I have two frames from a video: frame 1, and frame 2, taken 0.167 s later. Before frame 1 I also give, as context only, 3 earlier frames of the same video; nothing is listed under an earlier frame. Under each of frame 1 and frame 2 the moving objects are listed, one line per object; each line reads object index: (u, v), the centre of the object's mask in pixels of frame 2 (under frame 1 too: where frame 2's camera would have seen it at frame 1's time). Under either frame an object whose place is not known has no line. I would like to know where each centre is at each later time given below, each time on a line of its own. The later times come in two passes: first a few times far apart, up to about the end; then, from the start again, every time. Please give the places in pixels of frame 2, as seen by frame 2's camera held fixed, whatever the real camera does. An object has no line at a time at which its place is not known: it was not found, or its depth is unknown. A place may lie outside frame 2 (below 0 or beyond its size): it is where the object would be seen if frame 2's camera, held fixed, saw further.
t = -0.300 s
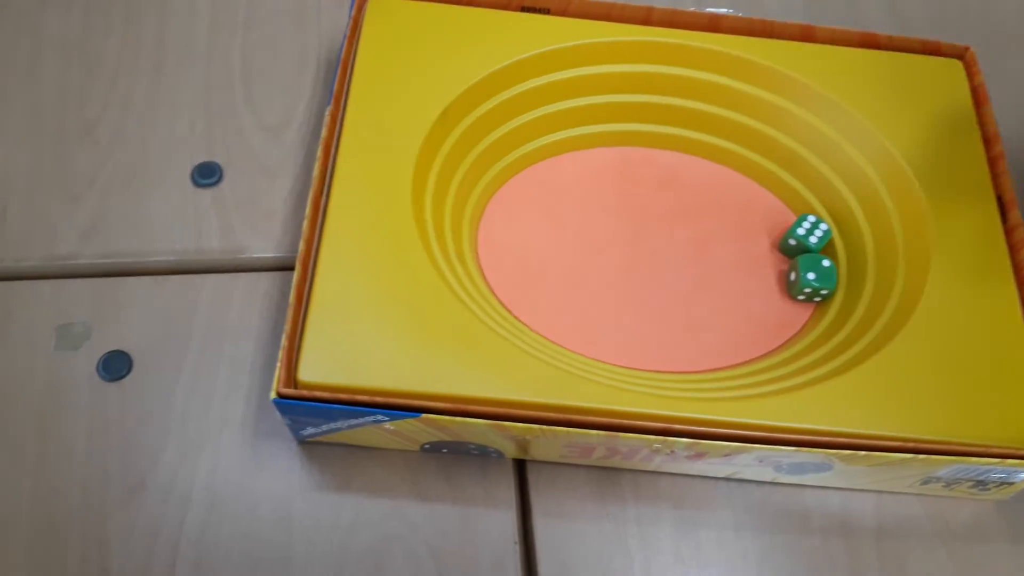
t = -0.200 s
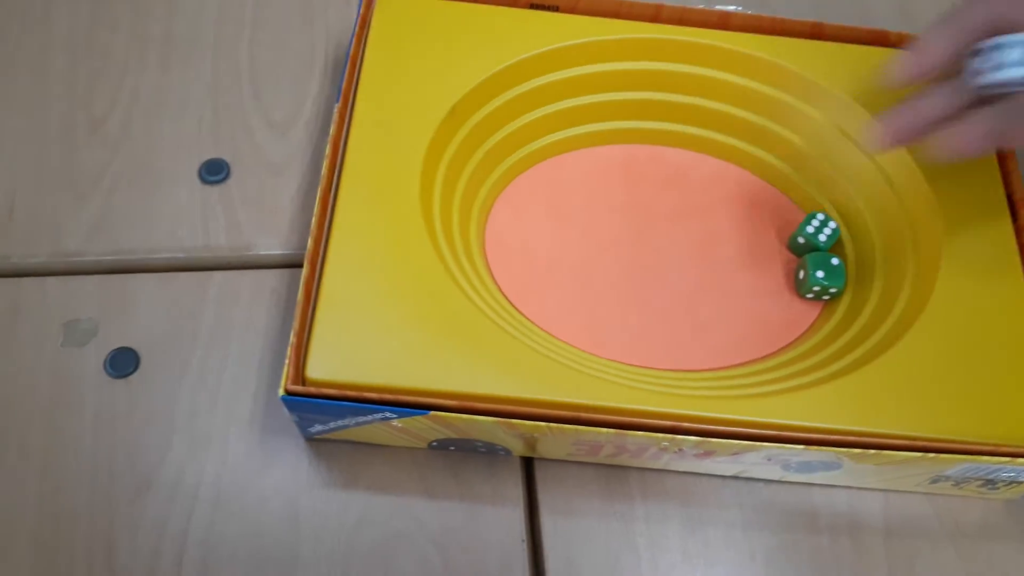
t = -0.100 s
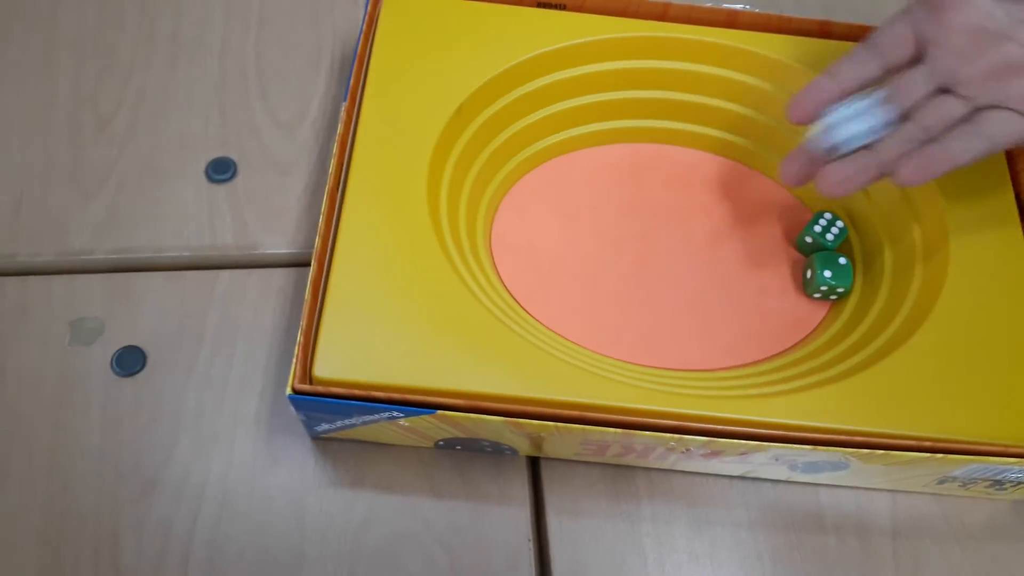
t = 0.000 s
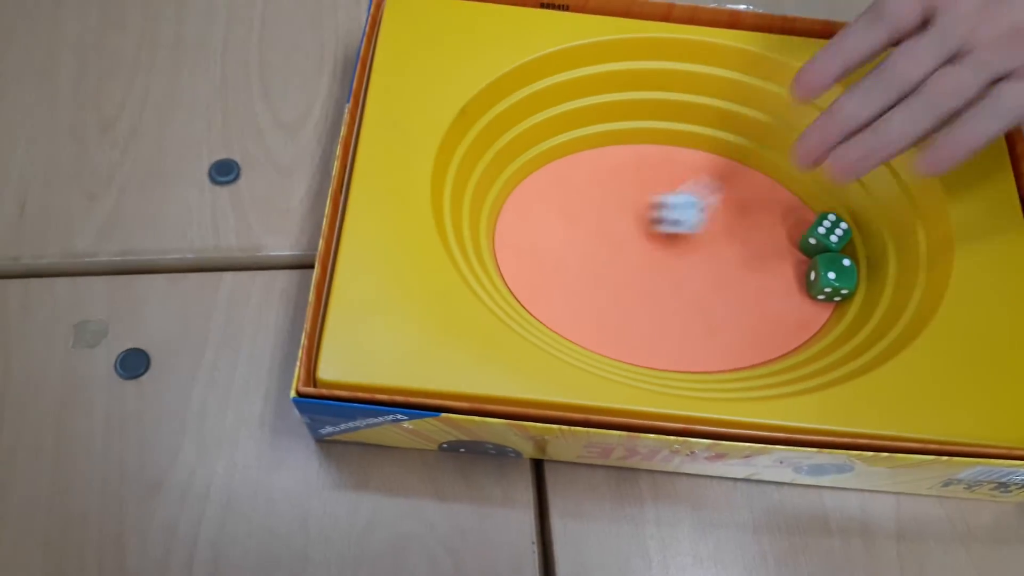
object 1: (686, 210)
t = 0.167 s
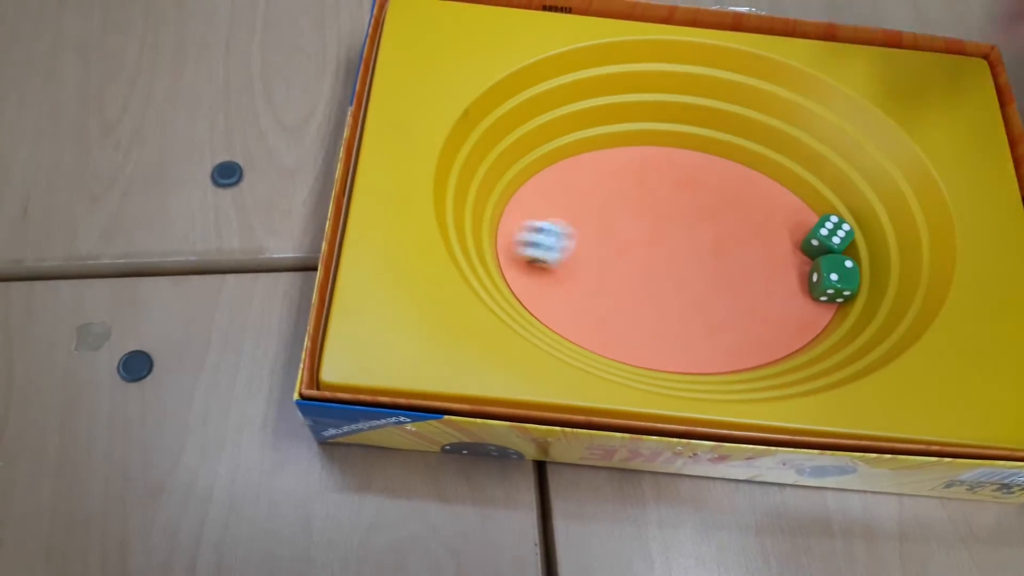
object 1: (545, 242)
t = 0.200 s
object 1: (524, 241)
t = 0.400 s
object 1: (533, 236)
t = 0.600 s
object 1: (528, 234)
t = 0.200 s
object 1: (524, 241)
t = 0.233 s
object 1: (516, 238)
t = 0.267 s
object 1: (516, 234)
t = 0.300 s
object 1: (523, 230)
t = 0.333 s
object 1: (532, 233)
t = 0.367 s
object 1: (535, 236)
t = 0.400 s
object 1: (533, 236)
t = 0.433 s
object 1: (530, 232)
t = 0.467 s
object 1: (532, 230)
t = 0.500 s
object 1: (530, 231)
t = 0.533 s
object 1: (528, 232)
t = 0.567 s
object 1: (528, 233)
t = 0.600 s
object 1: (528, 234)
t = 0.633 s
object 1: (529, 234)
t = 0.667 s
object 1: (529, 234)
